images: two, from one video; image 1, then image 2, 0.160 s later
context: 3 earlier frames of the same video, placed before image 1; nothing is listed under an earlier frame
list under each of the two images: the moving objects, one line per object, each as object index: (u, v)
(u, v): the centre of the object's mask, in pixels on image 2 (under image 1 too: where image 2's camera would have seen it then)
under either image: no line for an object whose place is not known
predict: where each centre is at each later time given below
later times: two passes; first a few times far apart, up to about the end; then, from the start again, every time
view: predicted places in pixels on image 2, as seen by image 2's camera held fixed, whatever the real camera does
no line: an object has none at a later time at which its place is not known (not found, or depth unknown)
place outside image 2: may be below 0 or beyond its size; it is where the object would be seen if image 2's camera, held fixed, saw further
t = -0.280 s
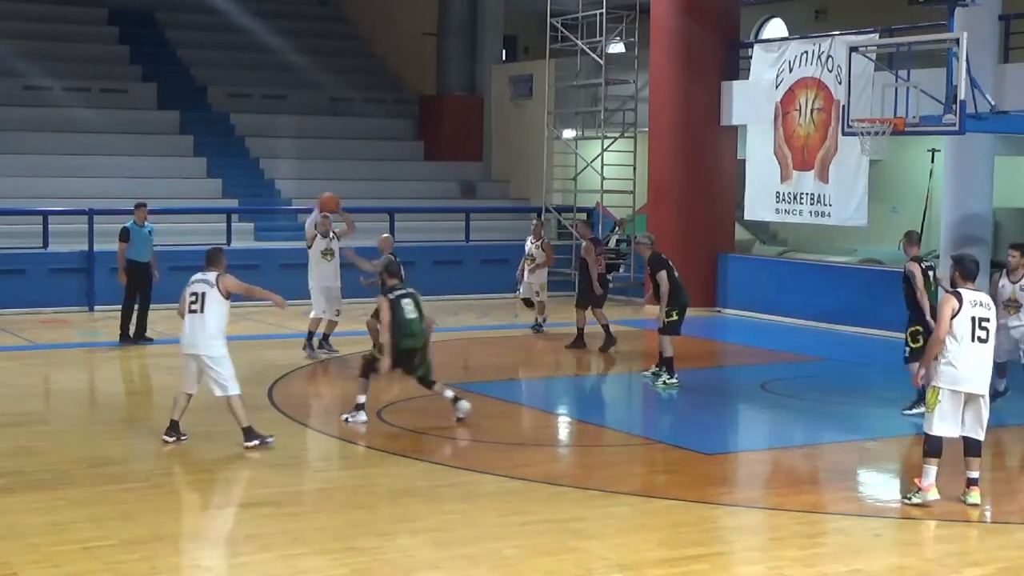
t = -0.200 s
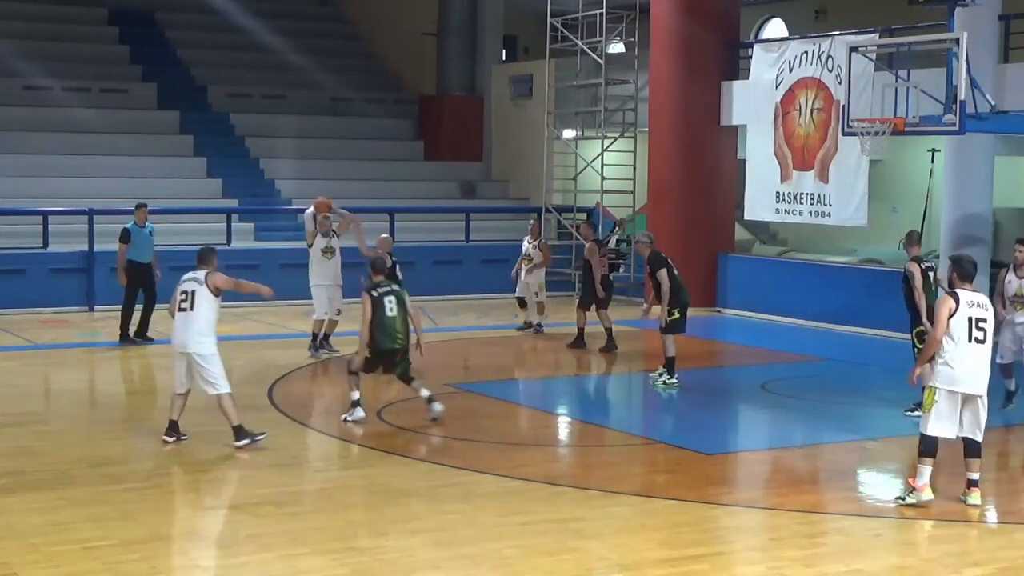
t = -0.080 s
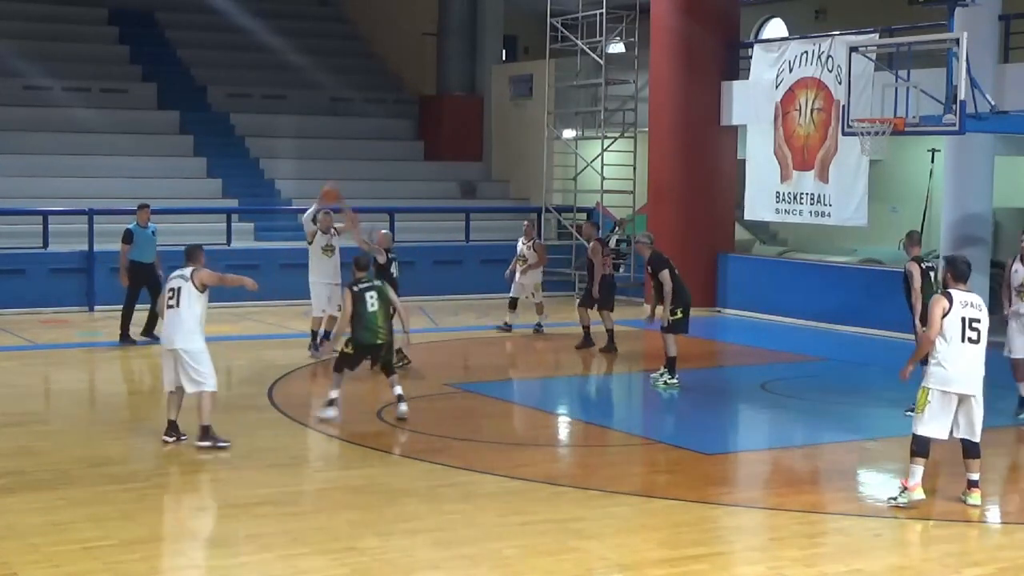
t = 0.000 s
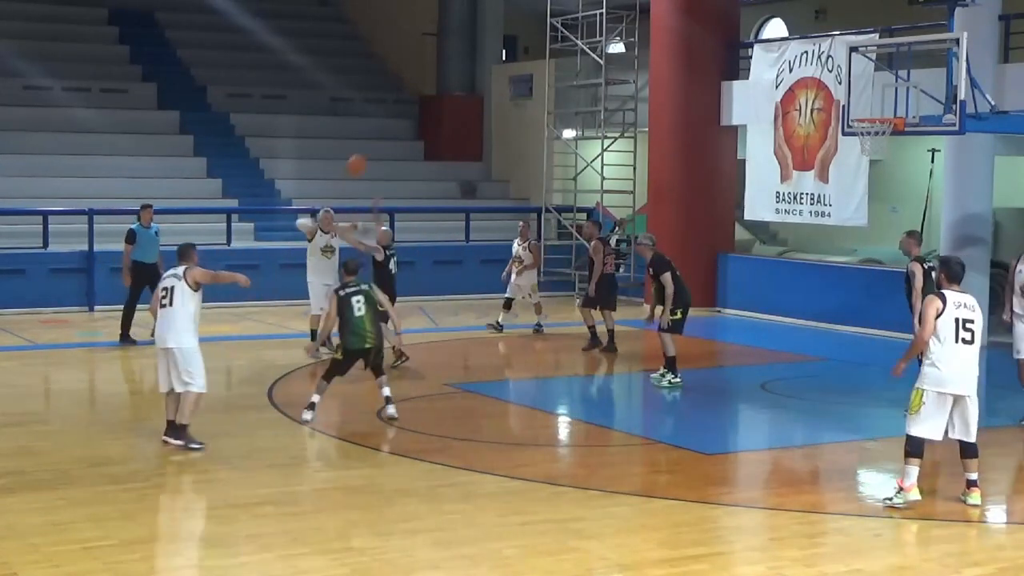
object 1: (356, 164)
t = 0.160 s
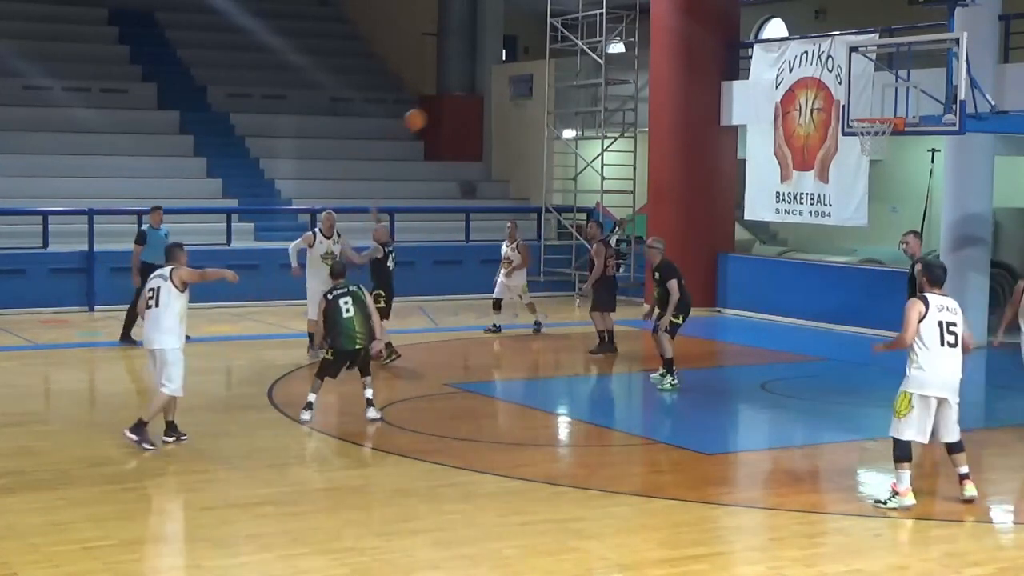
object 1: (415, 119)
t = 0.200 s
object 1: (431, 112)
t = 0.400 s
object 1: (517, 84)
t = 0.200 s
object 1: (431, 112)
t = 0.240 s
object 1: (446, 104)
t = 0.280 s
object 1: (462, 97)
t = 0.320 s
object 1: (479, 92)
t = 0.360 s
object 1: (498, 87)
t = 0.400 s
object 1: (517, 84)
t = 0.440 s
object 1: (535, 84)
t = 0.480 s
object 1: (557, 83)
